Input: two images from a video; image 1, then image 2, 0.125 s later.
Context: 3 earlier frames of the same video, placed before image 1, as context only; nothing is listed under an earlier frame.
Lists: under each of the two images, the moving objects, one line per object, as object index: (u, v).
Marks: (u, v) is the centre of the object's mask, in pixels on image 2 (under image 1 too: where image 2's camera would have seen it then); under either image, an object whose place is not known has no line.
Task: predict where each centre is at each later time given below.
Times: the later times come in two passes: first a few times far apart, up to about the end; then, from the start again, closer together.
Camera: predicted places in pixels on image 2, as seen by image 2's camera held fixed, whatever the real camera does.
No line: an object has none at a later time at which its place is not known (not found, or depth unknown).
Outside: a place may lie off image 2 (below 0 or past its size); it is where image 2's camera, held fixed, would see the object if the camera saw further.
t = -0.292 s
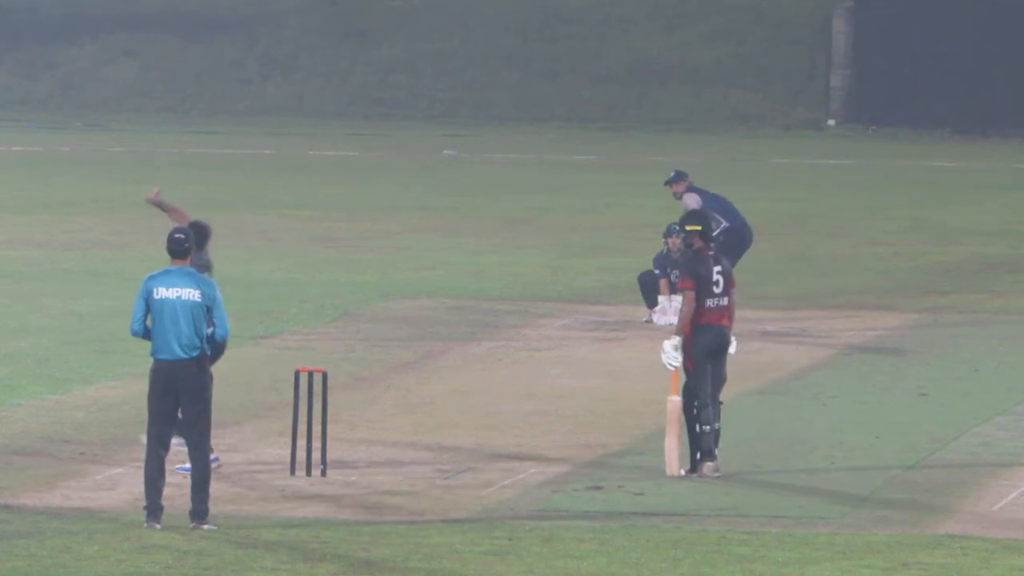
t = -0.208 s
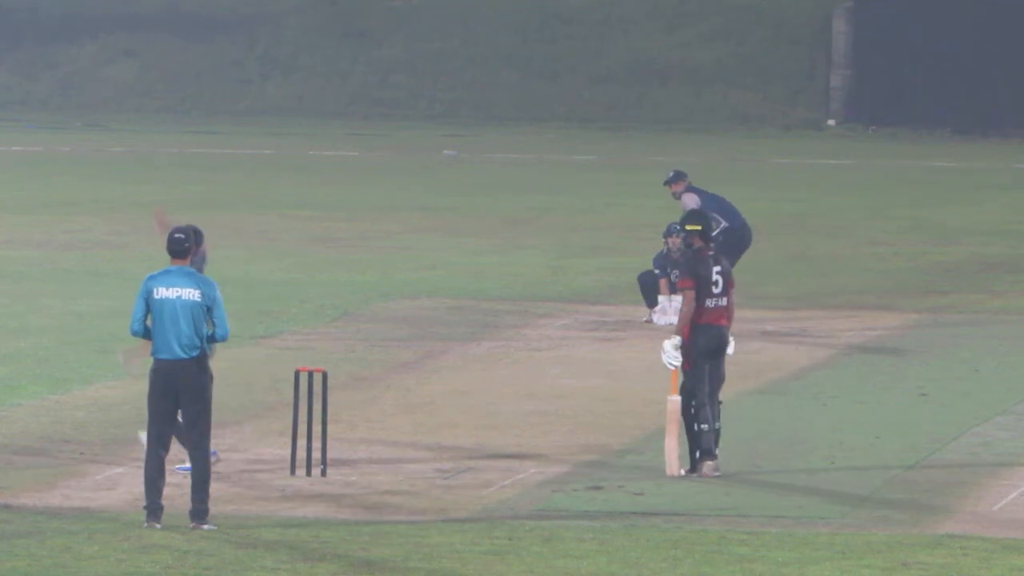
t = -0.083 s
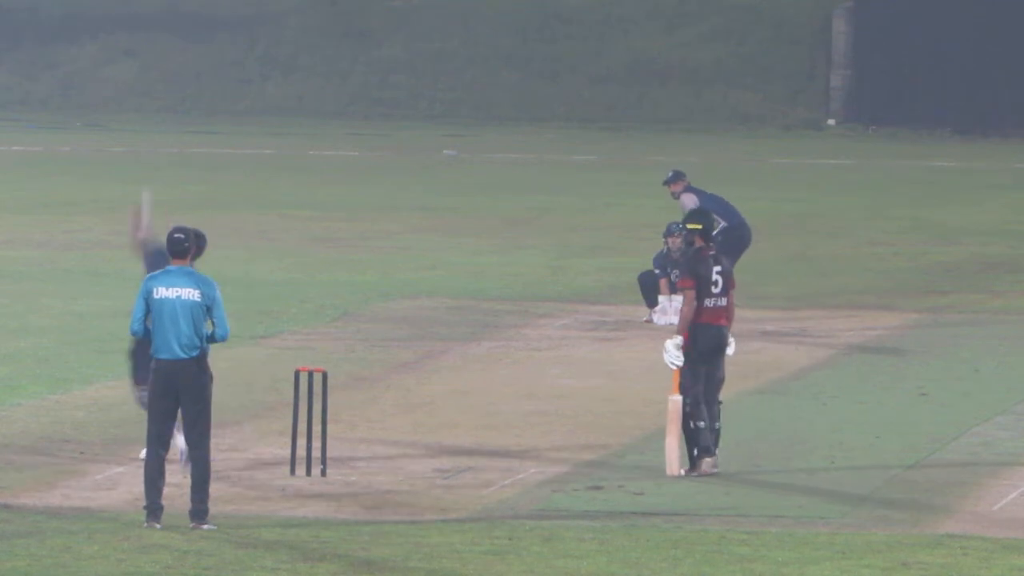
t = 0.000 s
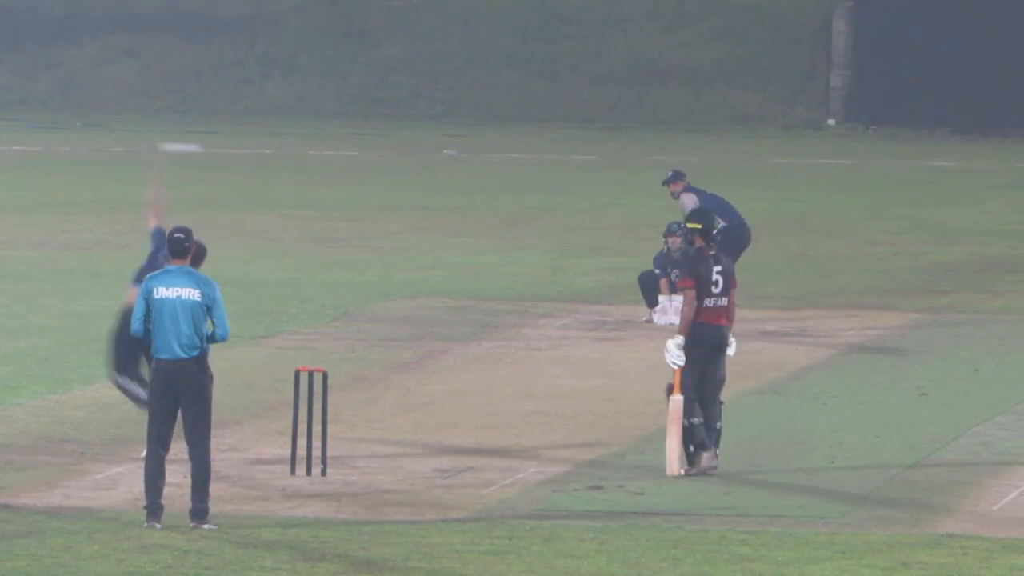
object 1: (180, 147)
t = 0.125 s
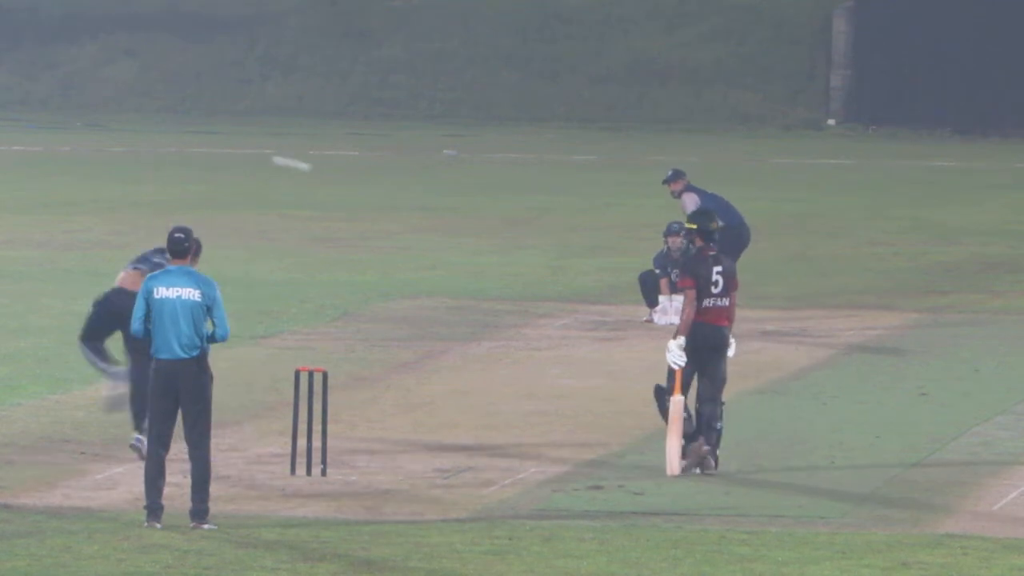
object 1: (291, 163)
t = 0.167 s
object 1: (326, 172)
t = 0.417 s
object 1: (511, 263)
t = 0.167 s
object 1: (326, 172)
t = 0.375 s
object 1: (483, 244)
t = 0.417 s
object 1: (511, 263)
